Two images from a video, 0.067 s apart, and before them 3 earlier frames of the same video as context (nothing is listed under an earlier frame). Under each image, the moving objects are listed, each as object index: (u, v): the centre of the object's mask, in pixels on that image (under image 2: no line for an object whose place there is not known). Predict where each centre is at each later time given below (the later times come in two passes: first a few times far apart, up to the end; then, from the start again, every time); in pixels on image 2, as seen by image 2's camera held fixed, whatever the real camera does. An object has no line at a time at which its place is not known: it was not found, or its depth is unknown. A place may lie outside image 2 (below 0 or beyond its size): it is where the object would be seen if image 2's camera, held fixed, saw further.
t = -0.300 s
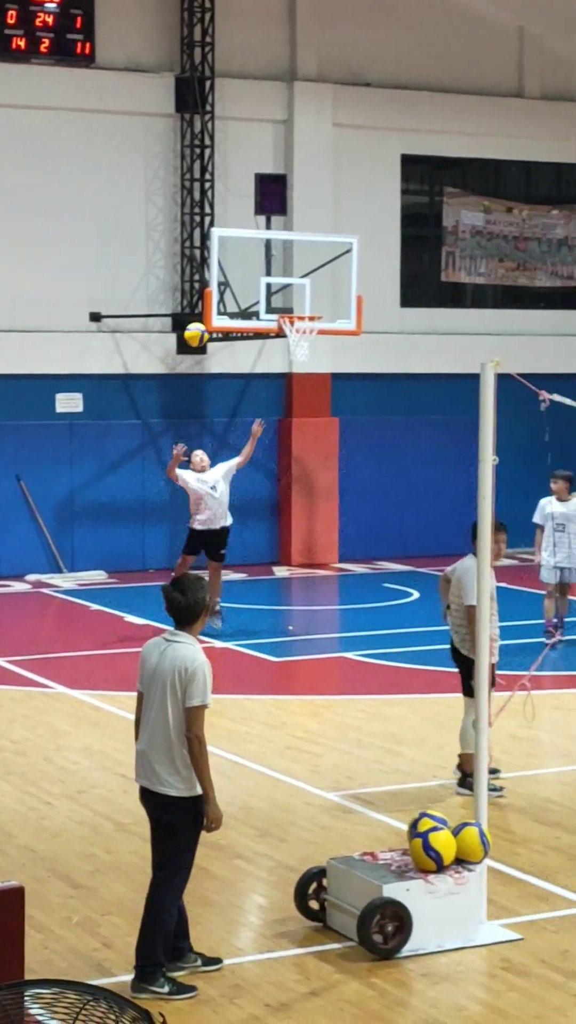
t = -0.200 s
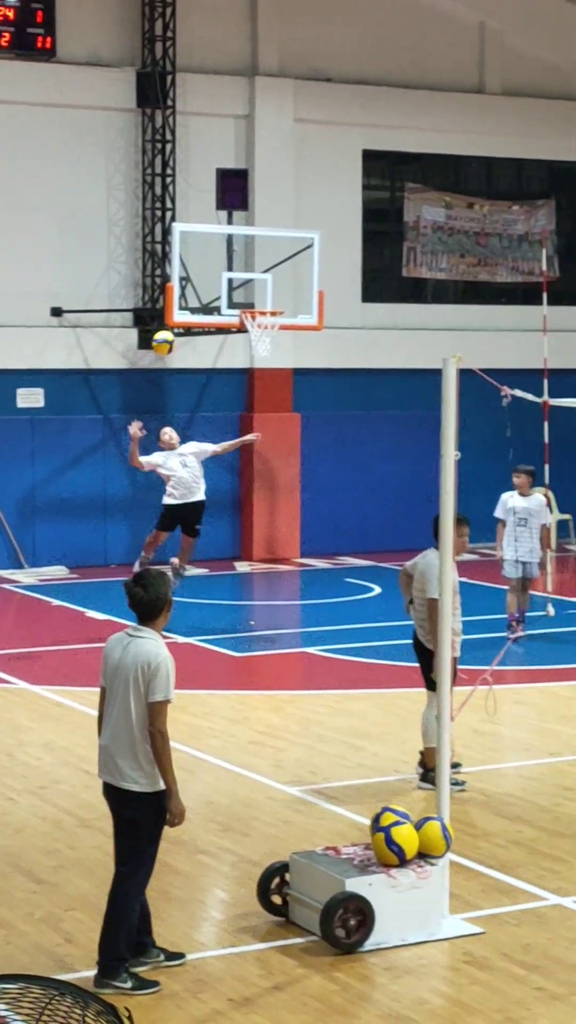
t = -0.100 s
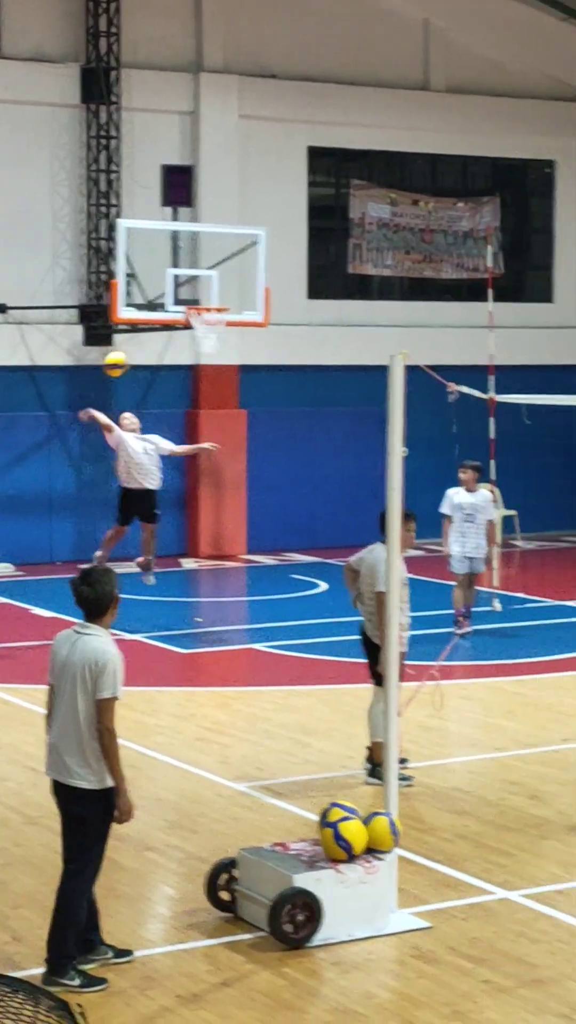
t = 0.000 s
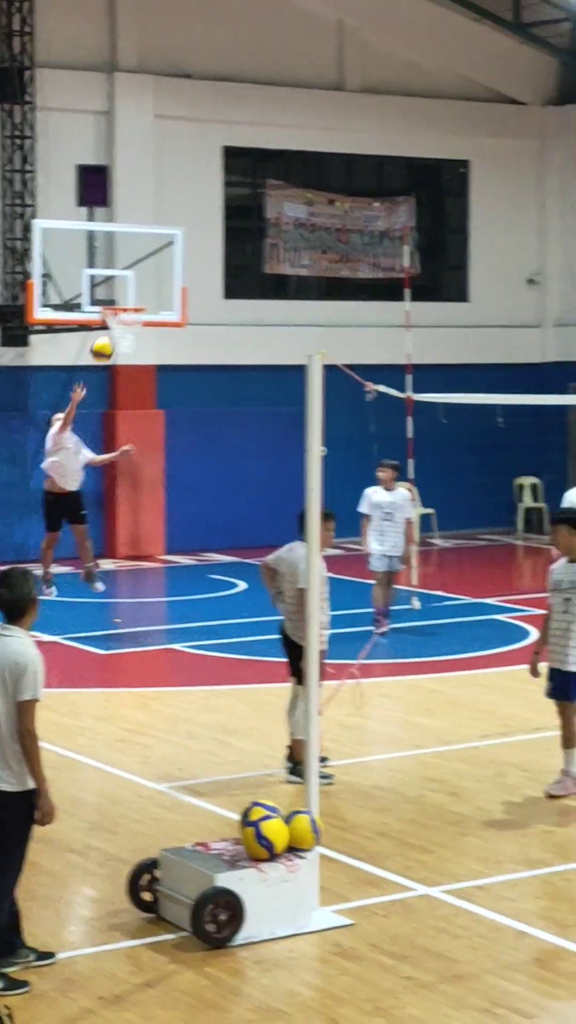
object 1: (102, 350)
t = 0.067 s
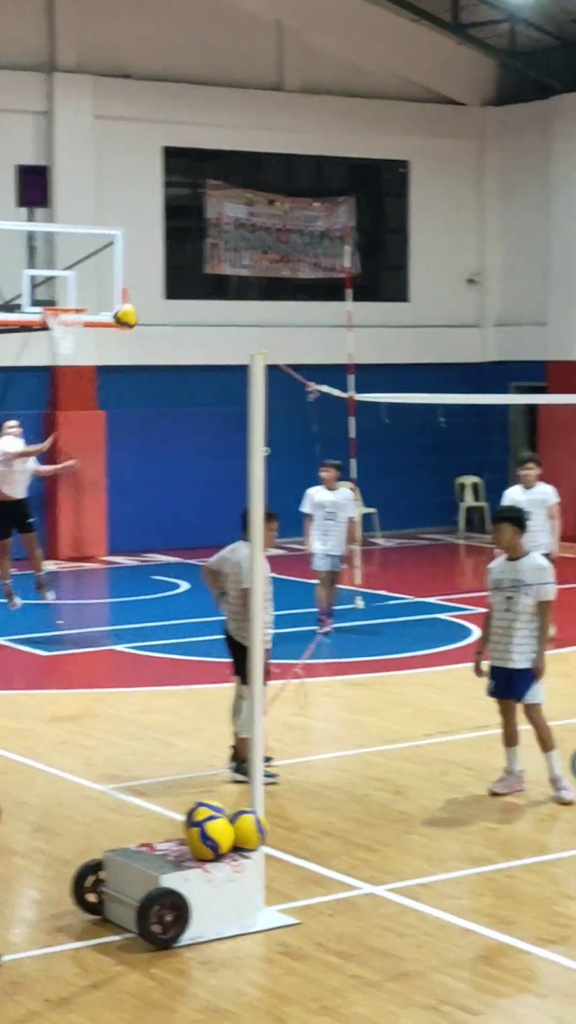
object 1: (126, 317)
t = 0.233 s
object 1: (359, 249)
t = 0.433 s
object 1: (697, 223)
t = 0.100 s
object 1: (168, 301)
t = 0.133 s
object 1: (212, 287)
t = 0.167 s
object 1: (259, 274)
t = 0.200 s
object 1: (308, 260)
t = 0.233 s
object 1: (359, 249)
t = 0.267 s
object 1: (410, 239)
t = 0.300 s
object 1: (465, 231)
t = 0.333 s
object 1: (520, 226)
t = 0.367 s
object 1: (577, 223)
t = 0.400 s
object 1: (637, 221)
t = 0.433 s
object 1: (697, 223)
